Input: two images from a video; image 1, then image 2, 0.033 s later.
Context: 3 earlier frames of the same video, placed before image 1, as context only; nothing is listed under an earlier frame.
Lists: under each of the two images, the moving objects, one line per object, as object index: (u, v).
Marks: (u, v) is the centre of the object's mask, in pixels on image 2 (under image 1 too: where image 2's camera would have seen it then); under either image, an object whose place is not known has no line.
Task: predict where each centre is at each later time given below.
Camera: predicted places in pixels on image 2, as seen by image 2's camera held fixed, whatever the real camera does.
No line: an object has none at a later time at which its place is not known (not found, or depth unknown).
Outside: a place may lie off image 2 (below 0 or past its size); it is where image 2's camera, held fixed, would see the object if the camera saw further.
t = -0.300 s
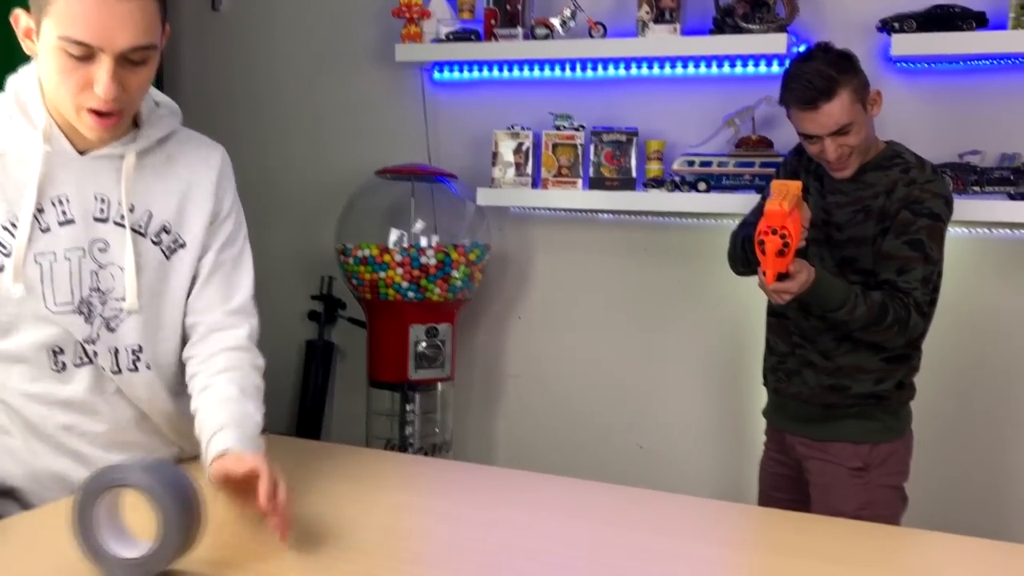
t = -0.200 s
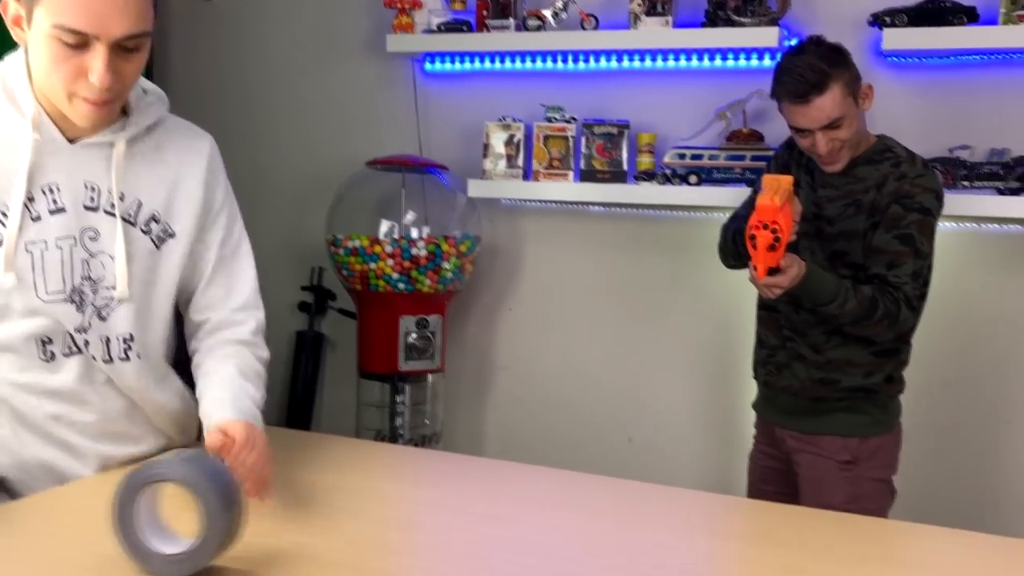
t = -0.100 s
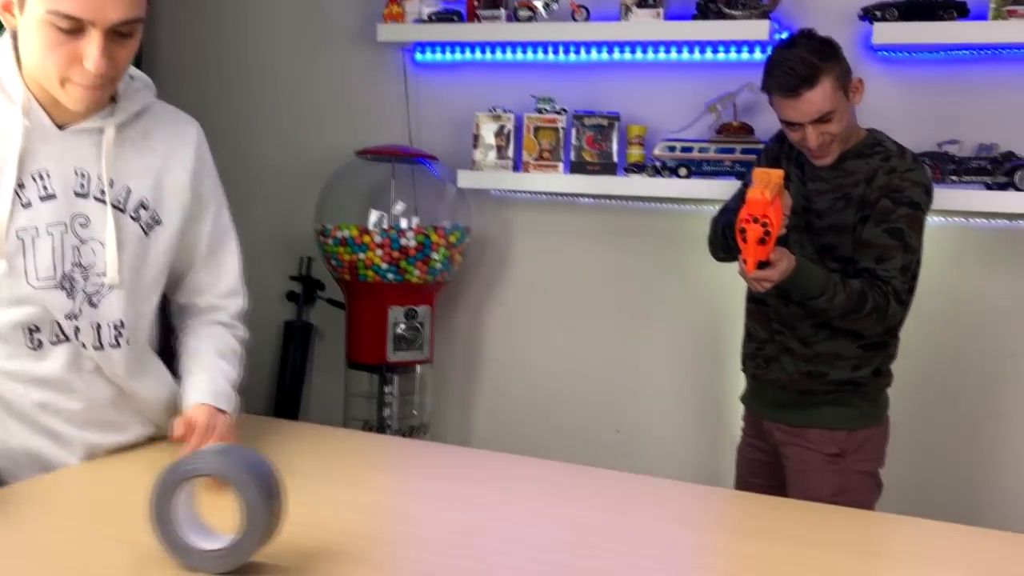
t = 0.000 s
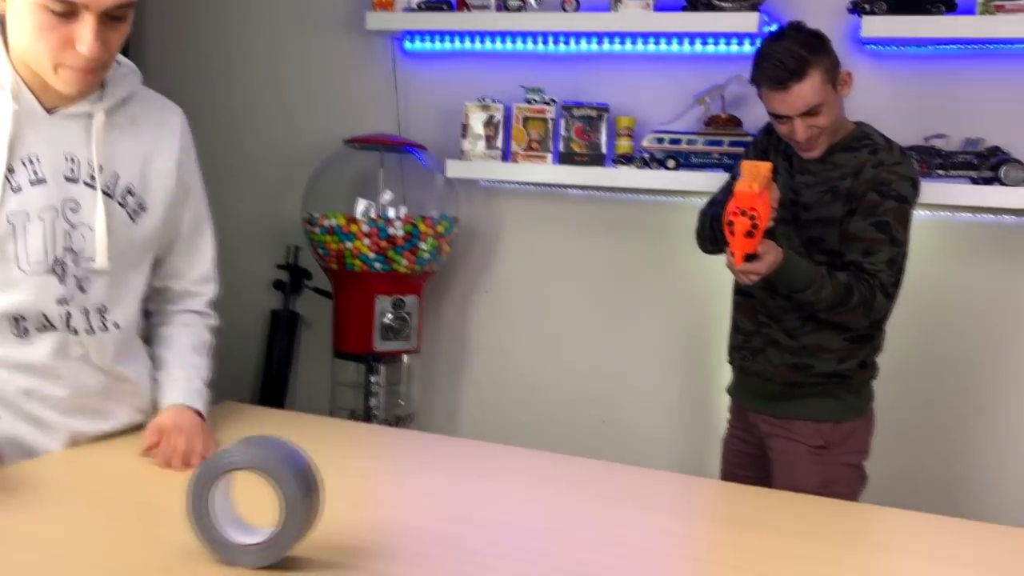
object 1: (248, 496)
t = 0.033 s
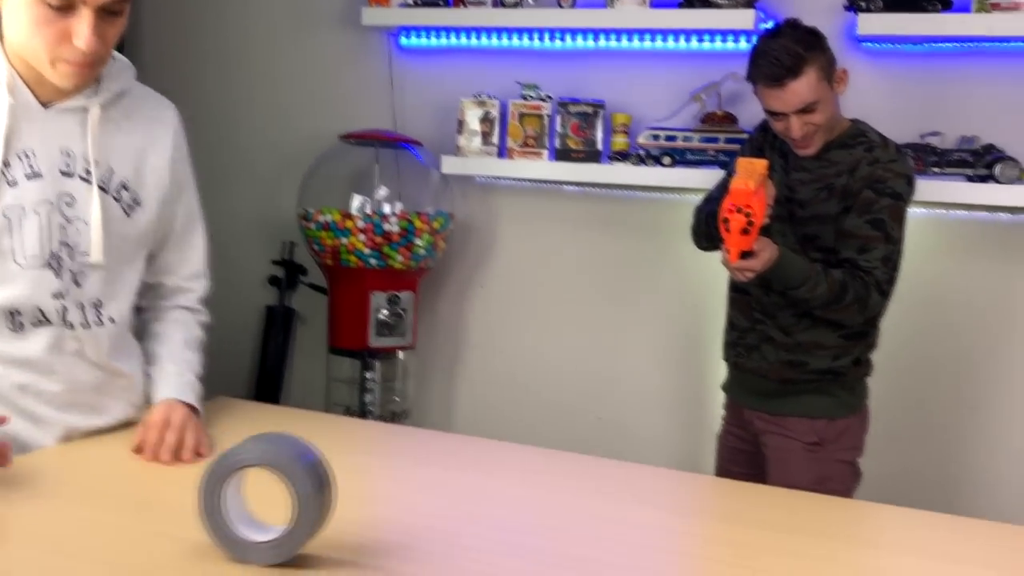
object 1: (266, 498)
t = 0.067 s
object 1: (285, 500)
